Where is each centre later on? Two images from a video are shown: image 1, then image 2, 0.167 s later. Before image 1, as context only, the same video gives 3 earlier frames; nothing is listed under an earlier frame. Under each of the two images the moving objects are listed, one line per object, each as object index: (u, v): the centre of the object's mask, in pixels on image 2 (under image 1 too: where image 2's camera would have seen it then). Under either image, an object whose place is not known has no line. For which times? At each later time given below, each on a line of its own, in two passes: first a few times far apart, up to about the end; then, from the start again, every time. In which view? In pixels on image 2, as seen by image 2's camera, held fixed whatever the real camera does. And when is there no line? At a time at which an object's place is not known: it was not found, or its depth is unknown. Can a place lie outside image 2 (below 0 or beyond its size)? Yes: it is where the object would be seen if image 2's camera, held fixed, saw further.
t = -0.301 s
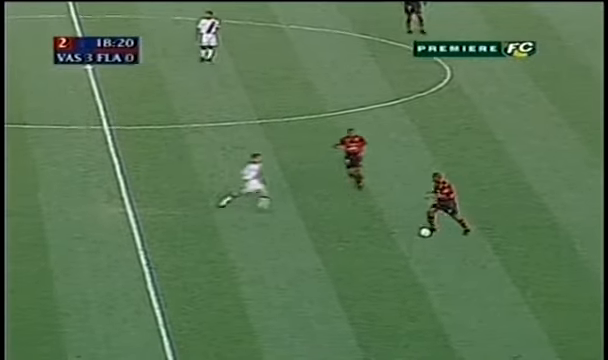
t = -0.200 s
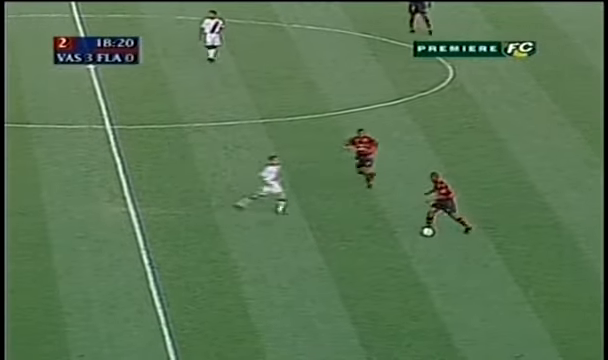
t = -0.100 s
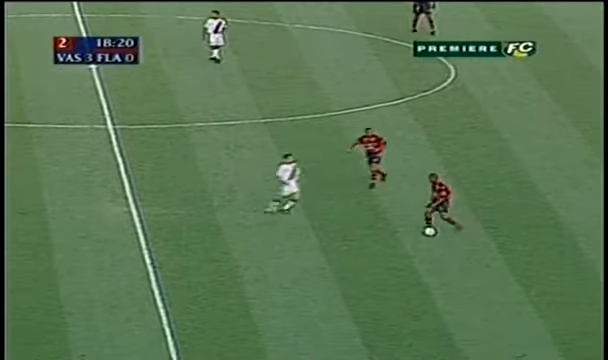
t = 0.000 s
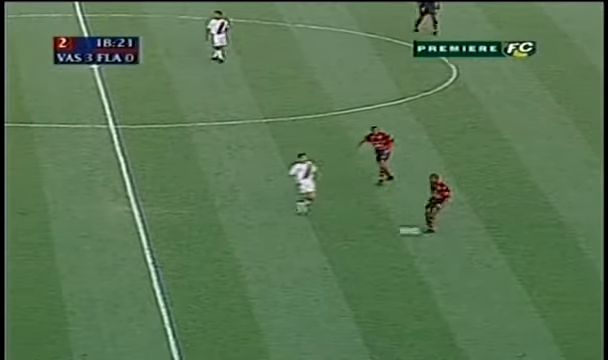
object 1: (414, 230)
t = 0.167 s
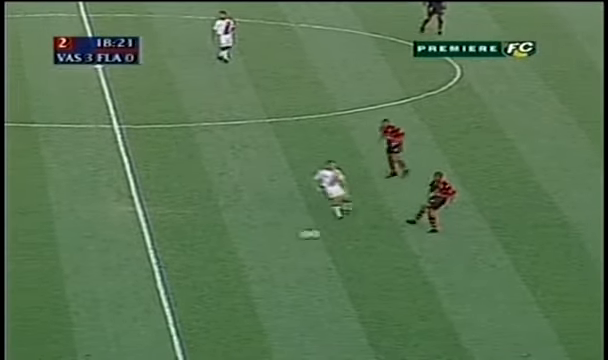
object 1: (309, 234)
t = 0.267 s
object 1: (254, 235)
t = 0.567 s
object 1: (110, 236)
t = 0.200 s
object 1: (290, 235)
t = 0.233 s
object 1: (271, 235)
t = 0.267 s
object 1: (254, 235)
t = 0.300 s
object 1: (237, 234)
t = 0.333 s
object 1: (219, 234)
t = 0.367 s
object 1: (201, 234)
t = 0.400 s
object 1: (184, 236)
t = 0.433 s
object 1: (168, 237)
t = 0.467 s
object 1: (154, 238)
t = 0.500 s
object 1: (138, 237)
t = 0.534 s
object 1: (125, 235)
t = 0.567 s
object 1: (110, 236)
